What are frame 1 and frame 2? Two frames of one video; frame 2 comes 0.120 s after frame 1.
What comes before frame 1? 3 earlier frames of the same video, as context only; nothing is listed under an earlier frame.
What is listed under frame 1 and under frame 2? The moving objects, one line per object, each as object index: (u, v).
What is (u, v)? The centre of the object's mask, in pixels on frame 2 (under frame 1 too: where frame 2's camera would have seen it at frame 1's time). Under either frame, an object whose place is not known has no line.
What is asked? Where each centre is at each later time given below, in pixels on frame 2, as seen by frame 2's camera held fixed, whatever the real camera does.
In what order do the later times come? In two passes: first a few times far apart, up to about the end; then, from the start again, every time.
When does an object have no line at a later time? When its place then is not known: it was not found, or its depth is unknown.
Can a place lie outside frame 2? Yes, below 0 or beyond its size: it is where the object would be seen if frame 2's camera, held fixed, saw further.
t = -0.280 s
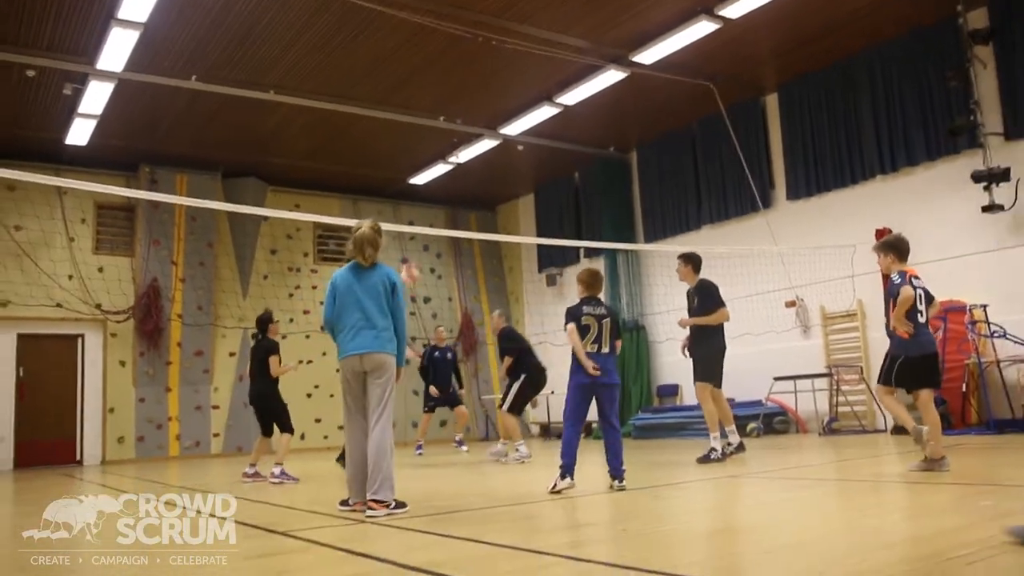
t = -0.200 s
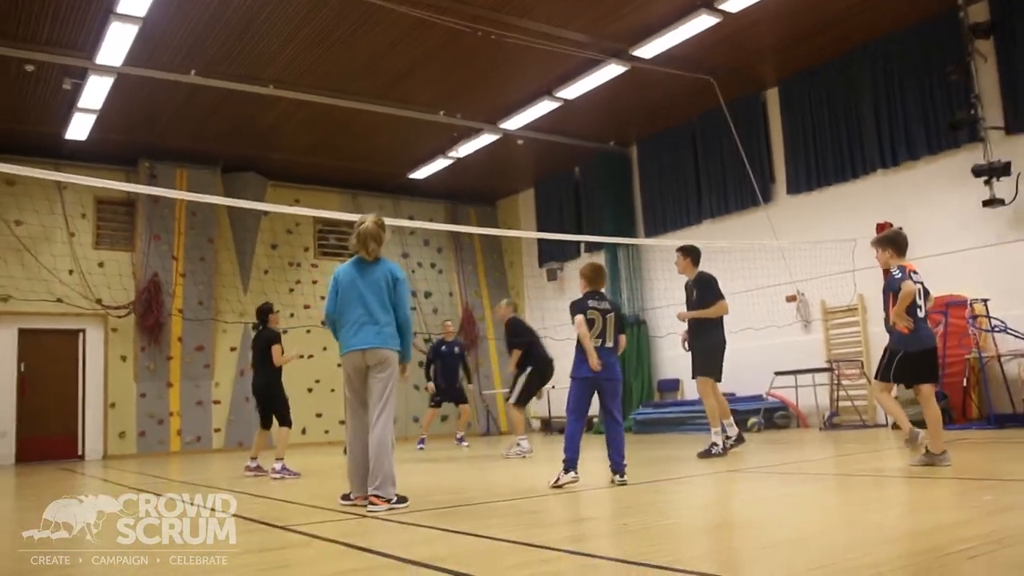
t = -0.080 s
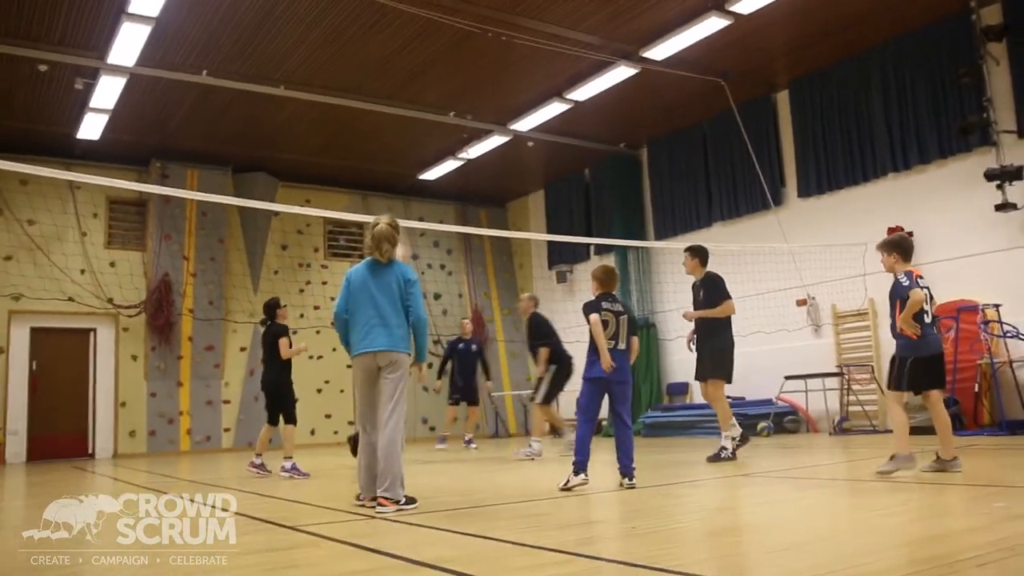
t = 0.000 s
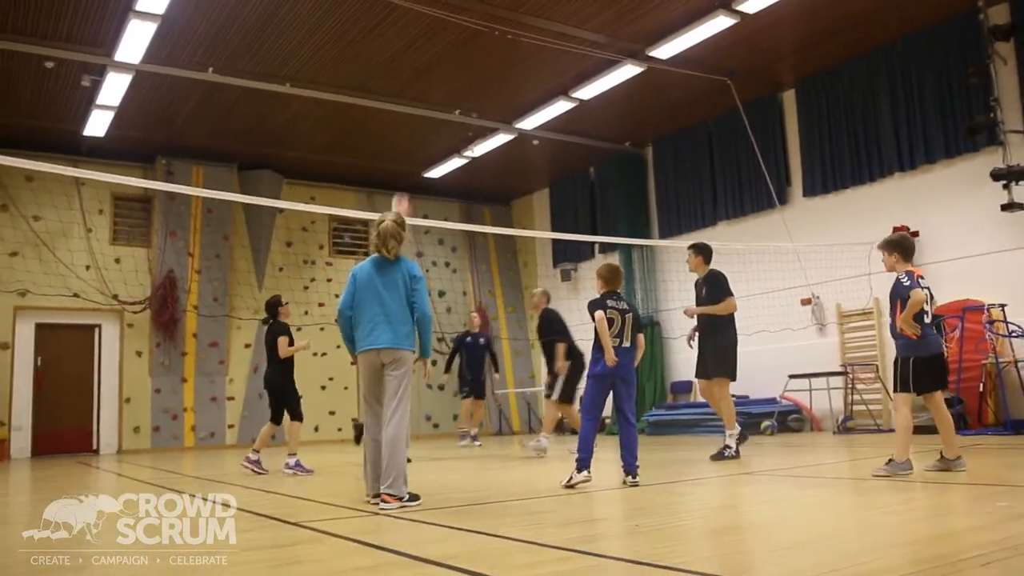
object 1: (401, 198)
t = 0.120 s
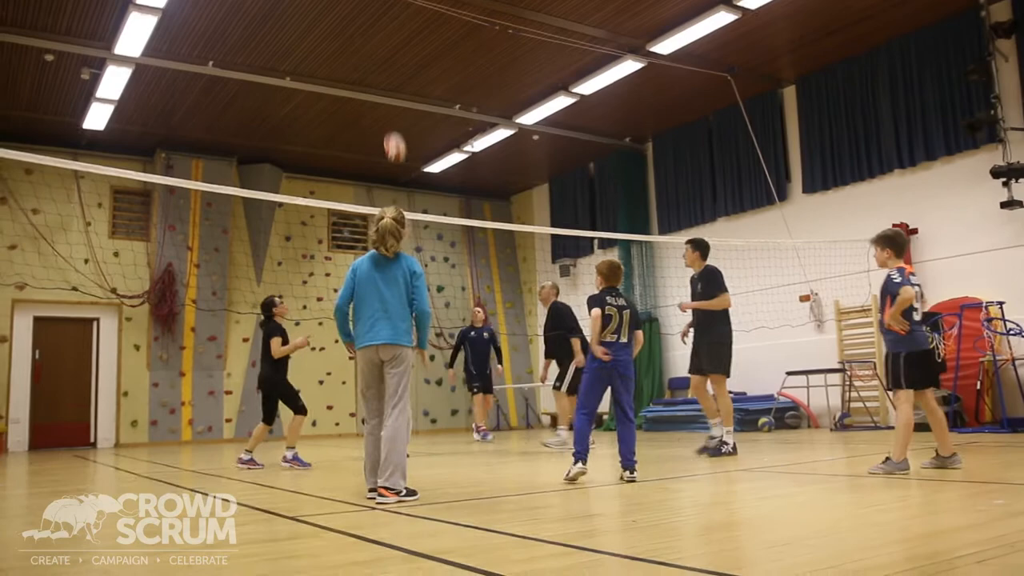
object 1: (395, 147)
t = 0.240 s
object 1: (389, 103)
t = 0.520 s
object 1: (374, 45)
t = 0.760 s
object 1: (360, 58)
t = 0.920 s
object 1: (351, 107)
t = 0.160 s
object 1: (393, 131)
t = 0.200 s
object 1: (391, 117)
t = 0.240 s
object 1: (389, 103)
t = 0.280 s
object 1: (386, 90)
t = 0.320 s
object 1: (385, 79)
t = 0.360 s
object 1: (382, 69)
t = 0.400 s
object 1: (380, 61)
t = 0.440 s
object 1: (378, 55)
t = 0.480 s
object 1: (376, 49)
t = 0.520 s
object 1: (374, 45)
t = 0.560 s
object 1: (370, 43)
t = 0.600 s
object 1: (369, 42)
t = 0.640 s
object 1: (366, 43)
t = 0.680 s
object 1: (364, 47)
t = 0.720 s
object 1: (362, 52)
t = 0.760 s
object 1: (360, 58)
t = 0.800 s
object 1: (357, 67)
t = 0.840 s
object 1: (355, 76)
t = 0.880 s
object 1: (353, 90)
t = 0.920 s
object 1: (351, 107)
